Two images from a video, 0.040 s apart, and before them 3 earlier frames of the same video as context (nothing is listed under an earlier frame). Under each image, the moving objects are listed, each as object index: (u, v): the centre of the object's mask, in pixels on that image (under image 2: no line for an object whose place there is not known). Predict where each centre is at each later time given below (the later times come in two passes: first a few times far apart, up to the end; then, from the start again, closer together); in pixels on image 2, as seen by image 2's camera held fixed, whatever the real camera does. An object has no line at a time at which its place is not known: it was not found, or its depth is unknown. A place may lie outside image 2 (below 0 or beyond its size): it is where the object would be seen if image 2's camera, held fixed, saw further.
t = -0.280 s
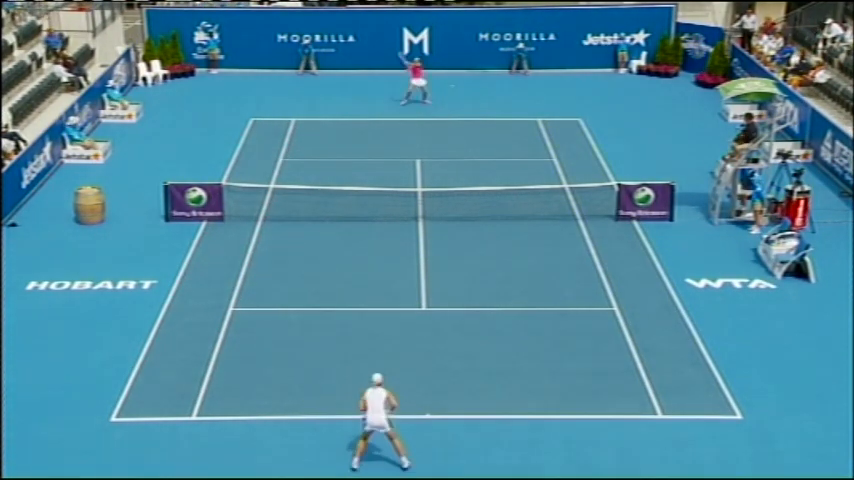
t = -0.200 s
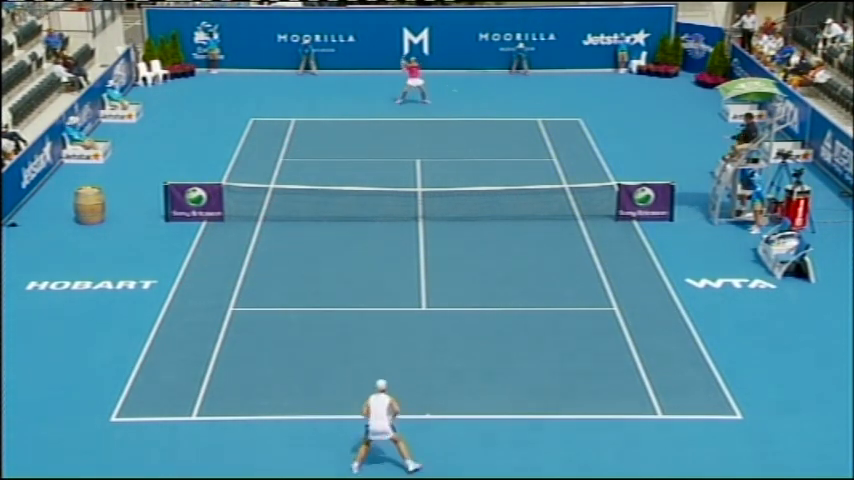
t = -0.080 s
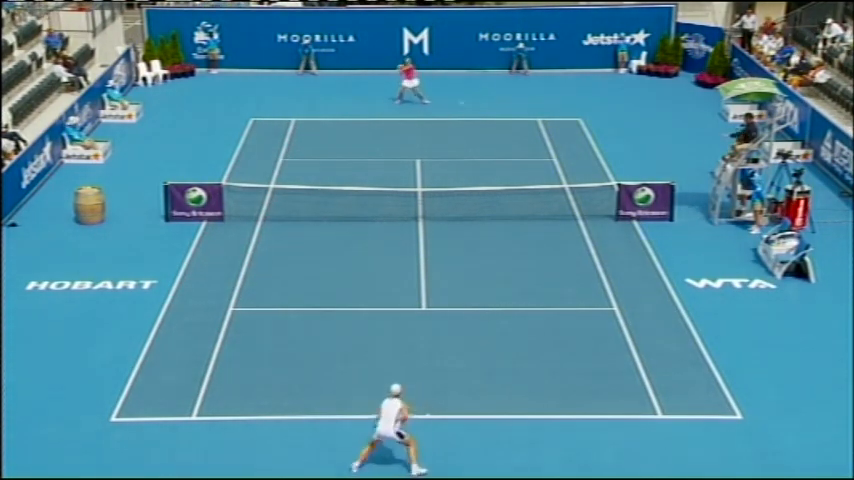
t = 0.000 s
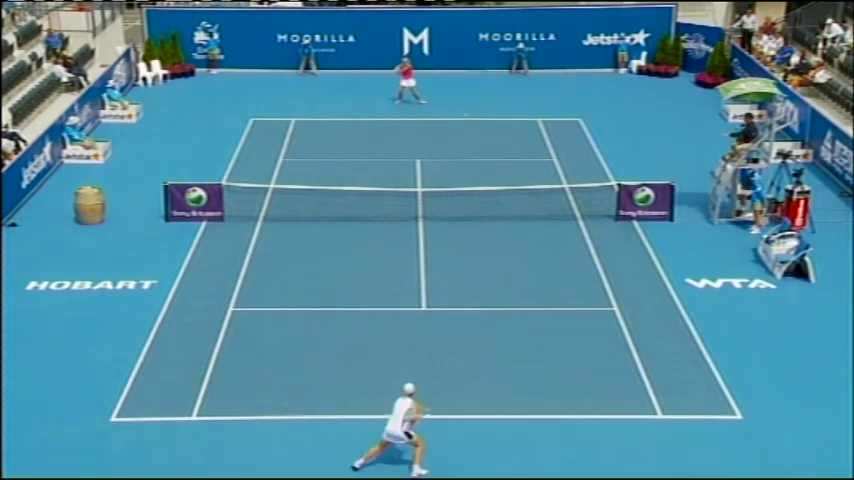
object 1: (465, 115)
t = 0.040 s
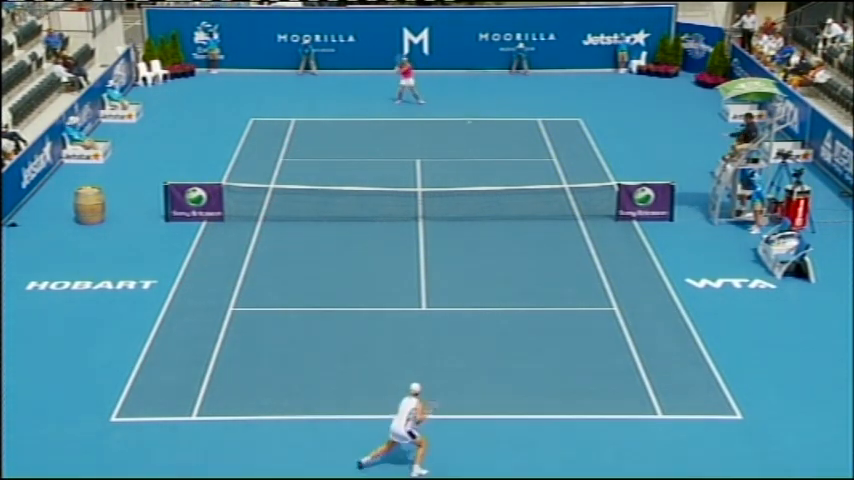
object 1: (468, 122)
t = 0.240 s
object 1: (482, 168)
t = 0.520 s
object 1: (506, 270)
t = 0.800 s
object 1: (527, 332)
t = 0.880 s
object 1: (531, 333)
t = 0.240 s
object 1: (482, 168)
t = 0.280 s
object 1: (486, 181)
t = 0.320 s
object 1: (489, 193)
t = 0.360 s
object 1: (492, 206)
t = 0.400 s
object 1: (496, 221)
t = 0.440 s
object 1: (499, 236)
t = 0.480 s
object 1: (503, 253)
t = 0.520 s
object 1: (506, 270)
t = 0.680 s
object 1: (521, 337)
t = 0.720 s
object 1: (523, 334)
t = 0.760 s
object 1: (525, 332)
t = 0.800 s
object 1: (527, 332)
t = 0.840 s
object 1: (529, 332)
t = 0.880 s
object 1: (531, 333)
